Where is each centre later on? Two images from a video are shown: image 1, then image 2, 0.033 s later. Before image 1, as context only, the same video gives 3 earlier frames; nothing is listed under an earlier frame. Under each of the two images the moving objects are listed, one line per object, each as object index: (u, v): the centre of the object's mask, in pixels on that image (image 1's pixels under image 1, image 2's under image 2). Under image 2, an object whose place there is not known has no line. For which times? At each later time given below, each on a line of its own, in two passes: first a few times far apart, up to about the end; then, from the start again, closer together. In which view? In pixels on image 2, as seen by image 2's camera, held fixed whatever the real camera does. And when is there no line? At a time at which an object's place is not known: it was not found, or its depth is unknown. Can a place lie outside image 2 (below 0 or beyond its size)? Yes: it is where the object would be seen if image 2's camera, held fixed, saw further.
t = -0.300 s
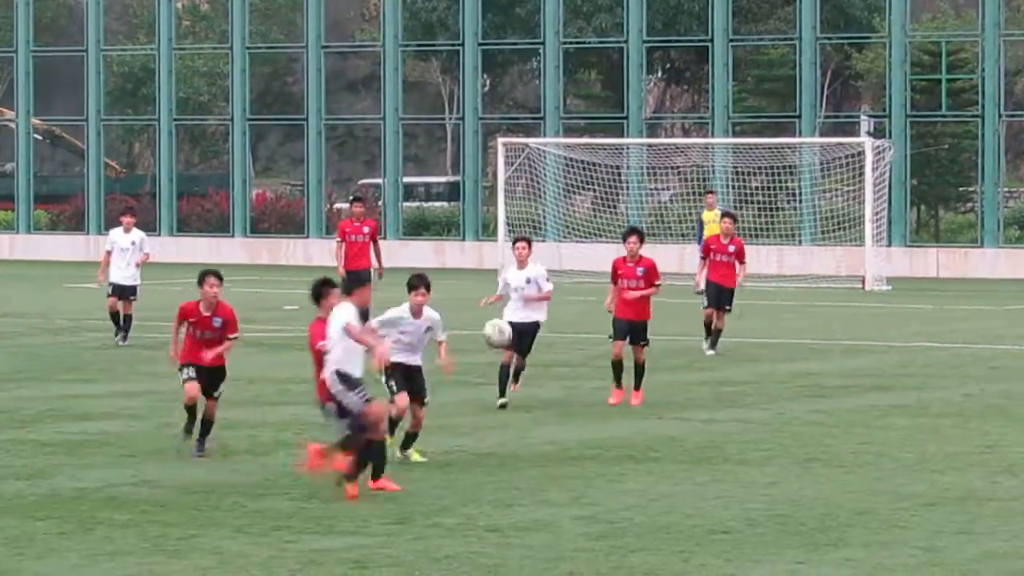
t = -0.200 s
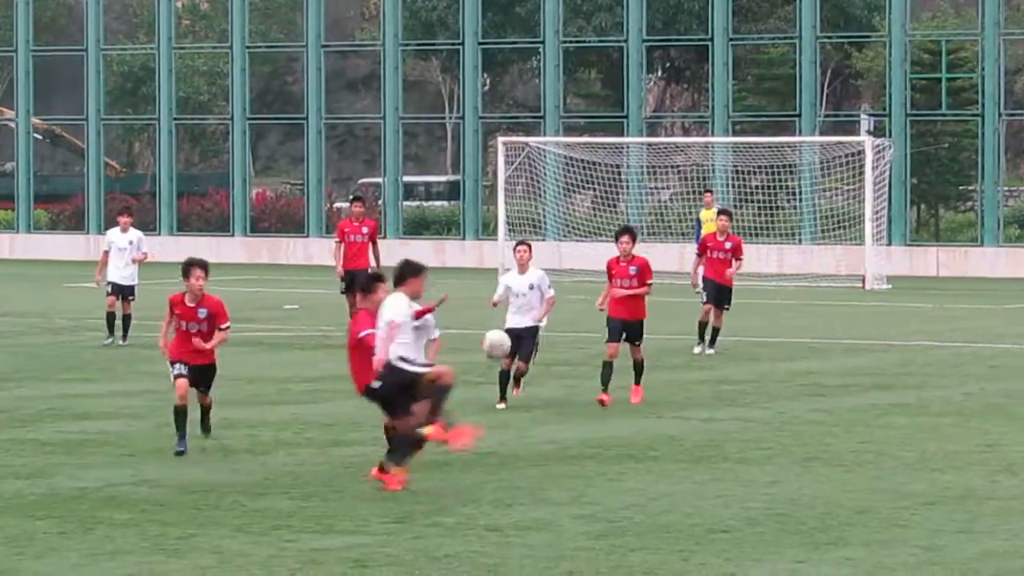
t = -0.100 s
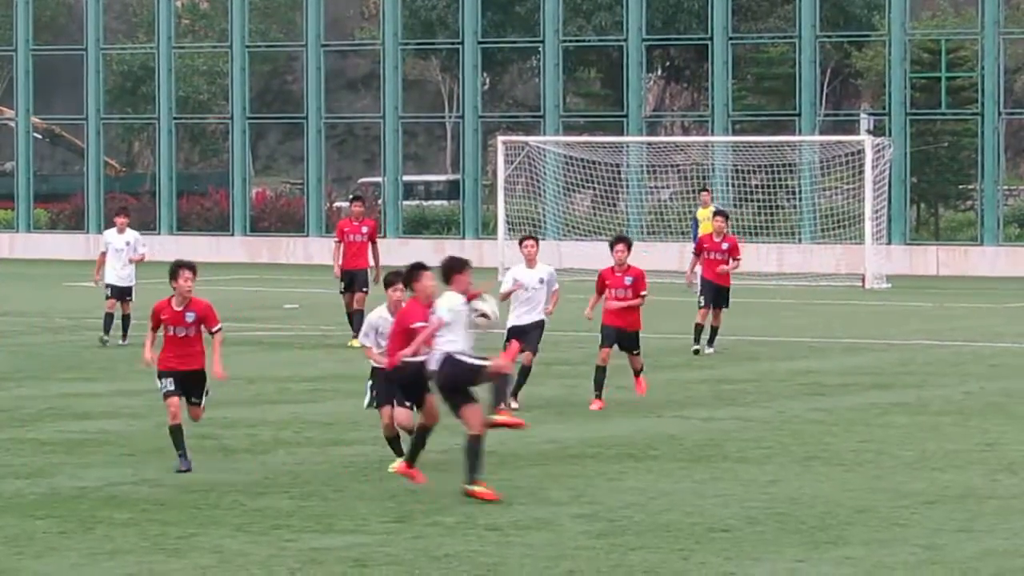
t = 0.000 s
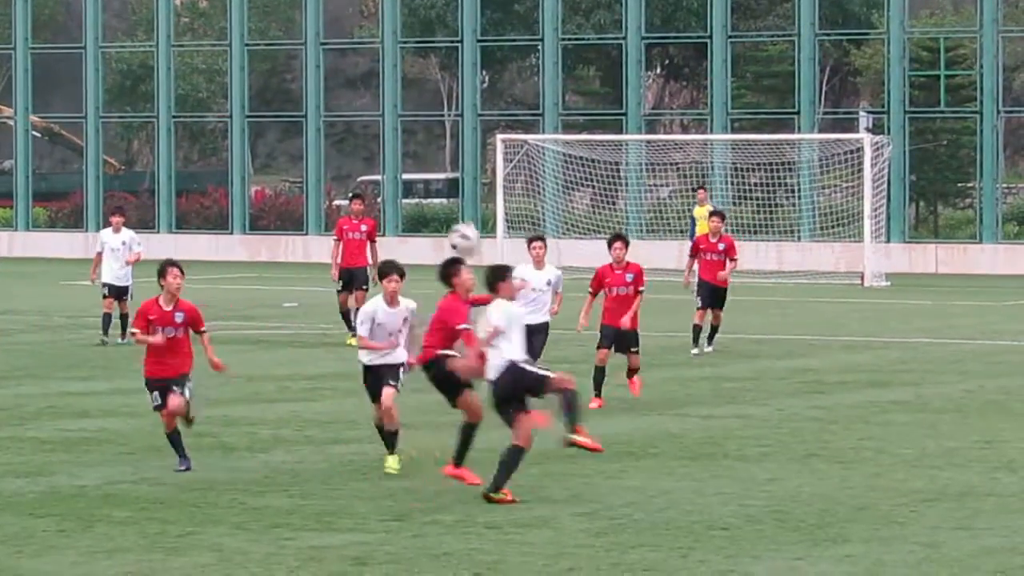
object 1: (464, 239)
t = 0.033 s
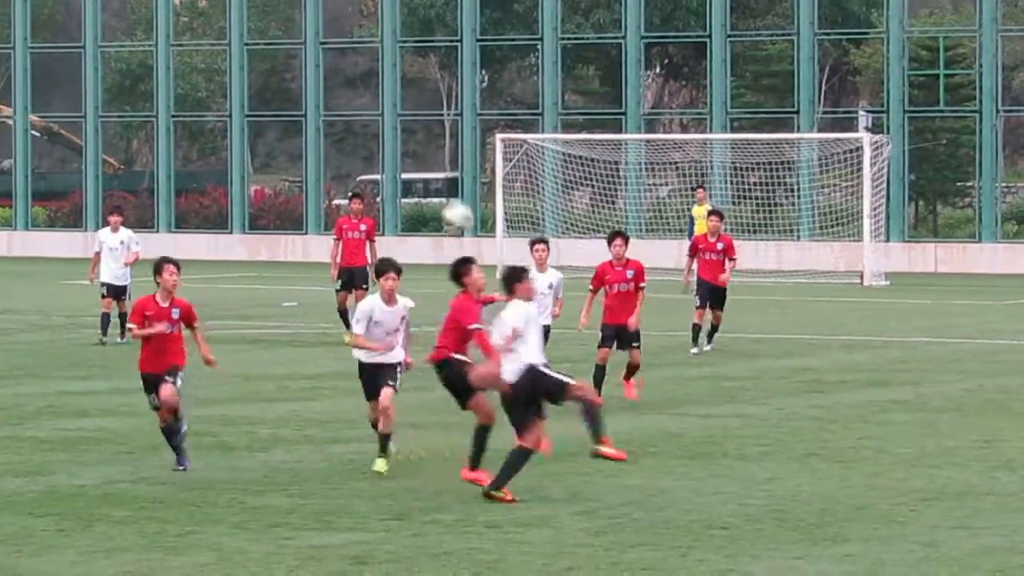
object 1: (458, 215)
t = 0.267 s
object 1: (404, 110)
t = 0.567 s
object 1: (324, 94)
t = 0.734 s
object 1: (275, 155)
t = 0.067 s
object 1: (450, 195)
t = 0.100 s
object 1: (443, 178)
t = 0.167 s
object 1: (427, 146)
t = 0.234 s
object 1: (411, 120)
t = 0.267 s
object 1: (404, 110)
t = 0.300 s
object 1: (394, 102)
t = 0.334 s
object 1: (386, 94)
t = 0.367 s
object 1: (377, 89)
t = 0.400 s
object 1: (368, 85)
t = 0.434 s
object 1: (360, 84)
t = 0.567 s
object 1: (324, 94)
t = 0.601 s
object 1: (314, 103)
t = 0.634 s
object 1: (305, 114)
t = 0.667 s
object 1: (294, 124)
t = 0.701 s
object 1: (285, 139)
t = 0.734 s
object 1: (275, 155)
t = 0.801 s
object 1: (256, 196)
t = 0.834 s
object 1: (246, 219)
